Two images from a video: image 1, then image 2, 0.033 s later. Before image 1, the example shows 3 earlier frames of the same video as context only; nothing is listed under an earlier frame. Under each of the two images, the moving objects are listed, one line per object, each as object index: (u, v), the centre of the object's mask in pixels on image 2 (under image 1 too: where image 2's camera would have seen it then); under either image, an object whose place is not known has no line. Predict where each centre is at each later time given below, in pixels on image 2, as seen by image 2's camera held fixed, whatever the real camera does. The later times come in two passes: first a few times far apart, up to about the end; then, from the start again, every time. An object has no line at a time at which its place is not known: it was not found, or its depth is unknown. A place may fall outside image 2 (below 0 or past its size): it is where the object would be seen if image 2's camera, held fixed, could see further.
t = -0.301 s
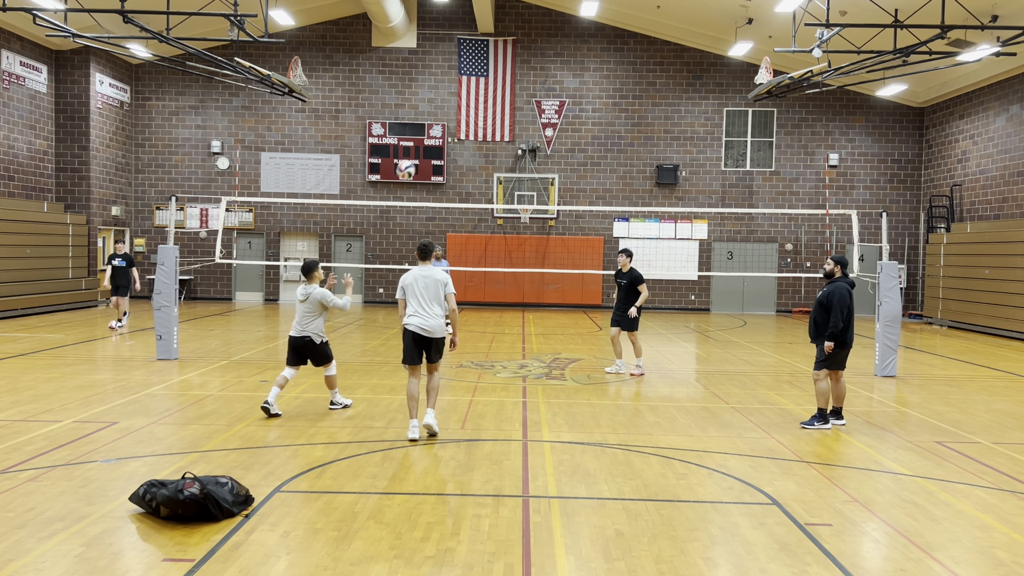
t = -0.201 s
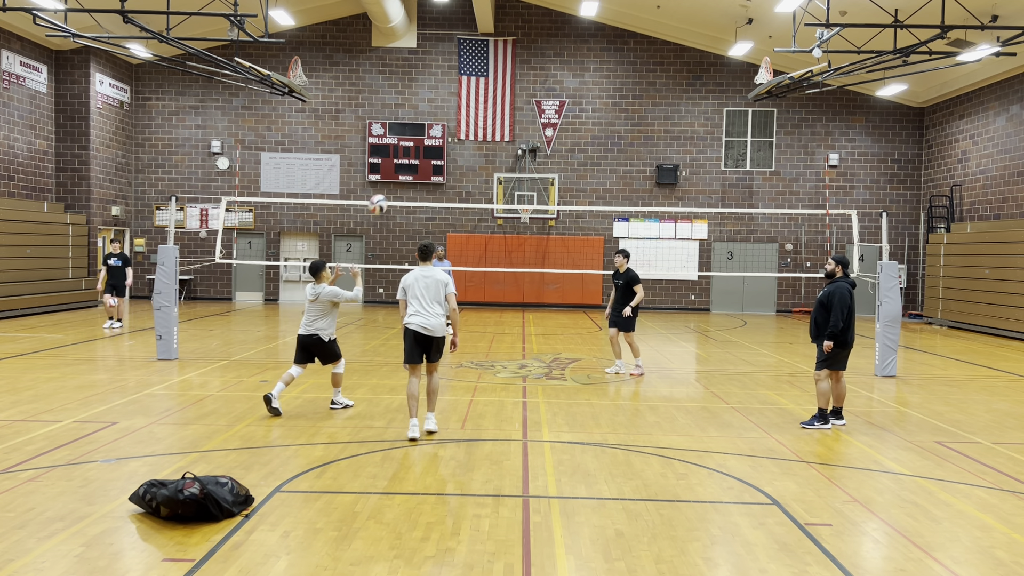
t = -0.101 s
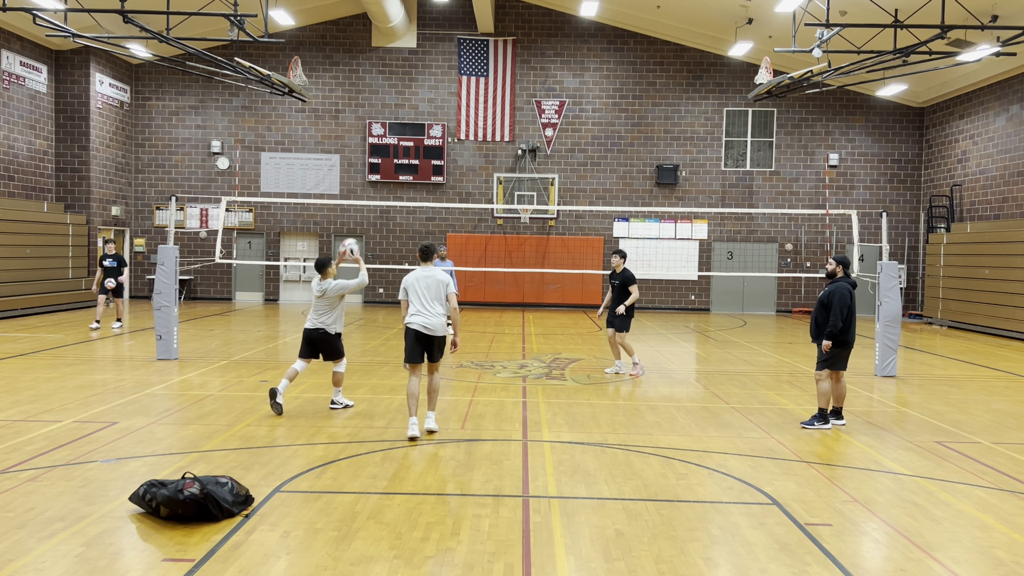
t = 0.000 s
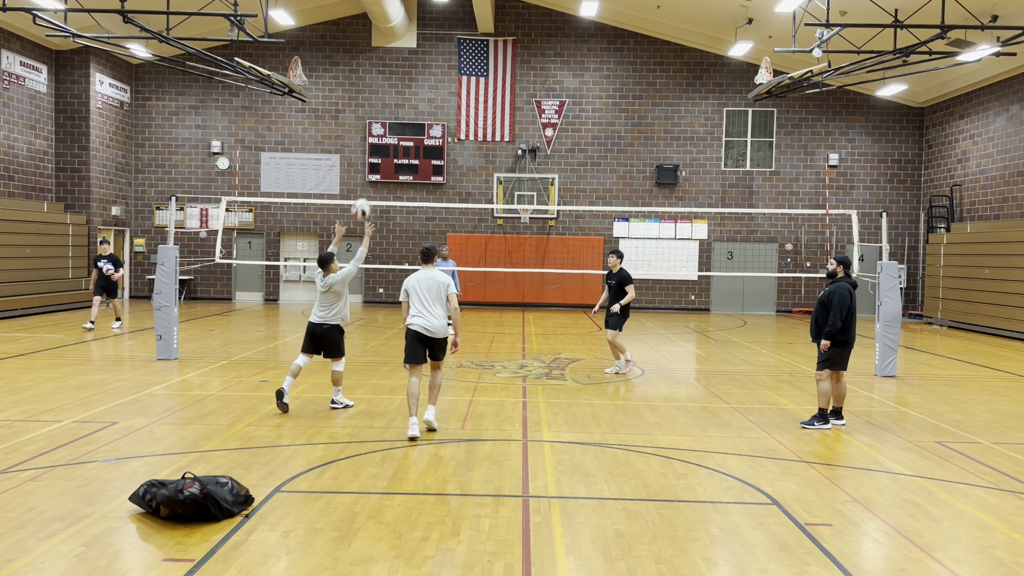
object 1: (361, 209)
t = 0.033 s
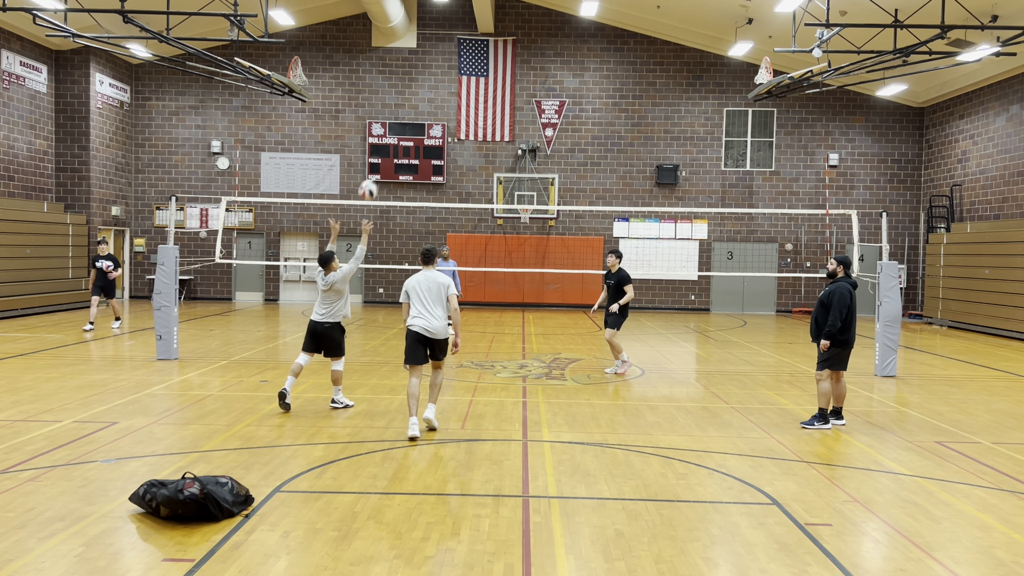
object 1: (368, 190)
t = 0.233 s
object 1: (408, 102)
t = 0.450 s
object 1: (447, 55)
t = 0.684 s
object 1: (482, 50)
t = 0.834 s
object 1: (502, 69)
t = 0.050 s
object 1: (372, 181)
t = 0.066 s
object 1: (375, 173)
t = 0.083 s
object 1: (378, 164)
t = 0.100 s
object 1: (382, 156)
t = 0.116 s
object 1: (385, 149)
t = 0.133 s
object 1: (389, 141)
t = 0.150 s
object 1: (392, 134)
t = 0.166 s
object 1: (395, 127)
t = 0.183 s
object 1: (398, 121)
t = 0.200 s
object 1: (402, 114)
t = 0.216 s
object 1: (405, 108)
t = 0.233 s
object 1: (408, 102)
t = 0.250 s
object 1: (411, 98)
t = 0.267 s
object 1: (414, 92)
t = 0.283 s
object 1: (418, 88)
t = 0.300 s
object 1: (421, 83)
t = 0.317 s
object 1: (424, 79)
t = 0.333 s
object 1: (427, 75)
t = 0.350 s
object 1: (430, 71)
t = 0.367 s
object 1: (433, 68)
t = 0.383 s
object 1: (435, 65)
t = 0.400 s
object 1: (438, 62)
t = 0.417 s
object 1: (441, 59)
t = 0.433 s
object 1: (444, 57)
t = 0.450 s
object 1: (447, 55)
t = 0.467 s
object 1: (449, 53)
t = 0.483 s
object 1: (452, 51)
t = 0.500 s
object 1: (455, 50)
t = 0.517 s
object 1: (457, 49)
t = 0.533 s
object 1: (460, 48)
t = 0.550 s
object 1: (463, 48)
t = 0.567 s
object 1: (465, 47)
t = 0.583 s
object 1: (467, 47)
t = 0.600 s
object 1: (470, 47)
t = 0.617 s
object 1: (472, 48)
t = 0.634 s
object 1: (475, 48)
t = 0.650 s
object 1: (477, 49)
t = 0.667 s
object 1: (480, 50)
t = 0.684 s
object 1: (482, 50)
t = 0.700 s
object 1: (484, 52)
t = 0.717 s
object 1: (487, 53)
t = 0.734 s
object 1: (489, 55)
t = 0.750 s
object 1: (491, 57)
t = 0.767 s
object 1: (493, 59)
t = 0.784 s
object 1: (496, 61)
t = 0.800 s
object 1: (498, 64)
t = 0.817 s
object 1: (500, 67)
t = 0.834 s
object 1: (502, 69)
